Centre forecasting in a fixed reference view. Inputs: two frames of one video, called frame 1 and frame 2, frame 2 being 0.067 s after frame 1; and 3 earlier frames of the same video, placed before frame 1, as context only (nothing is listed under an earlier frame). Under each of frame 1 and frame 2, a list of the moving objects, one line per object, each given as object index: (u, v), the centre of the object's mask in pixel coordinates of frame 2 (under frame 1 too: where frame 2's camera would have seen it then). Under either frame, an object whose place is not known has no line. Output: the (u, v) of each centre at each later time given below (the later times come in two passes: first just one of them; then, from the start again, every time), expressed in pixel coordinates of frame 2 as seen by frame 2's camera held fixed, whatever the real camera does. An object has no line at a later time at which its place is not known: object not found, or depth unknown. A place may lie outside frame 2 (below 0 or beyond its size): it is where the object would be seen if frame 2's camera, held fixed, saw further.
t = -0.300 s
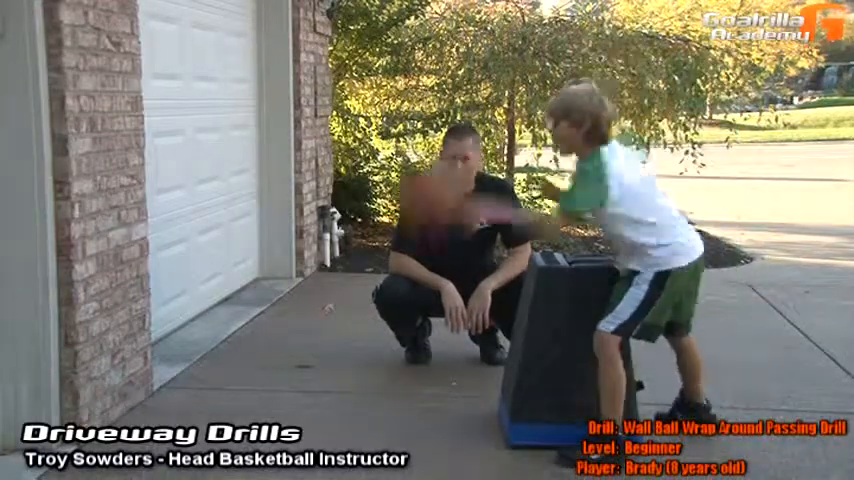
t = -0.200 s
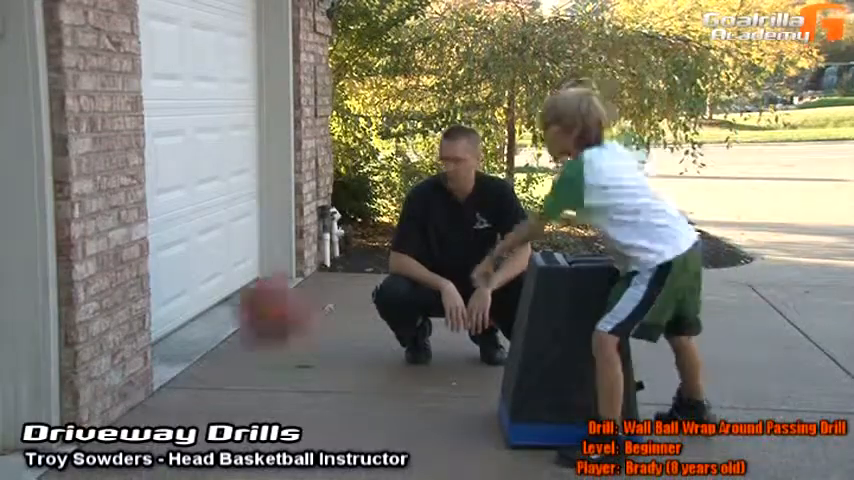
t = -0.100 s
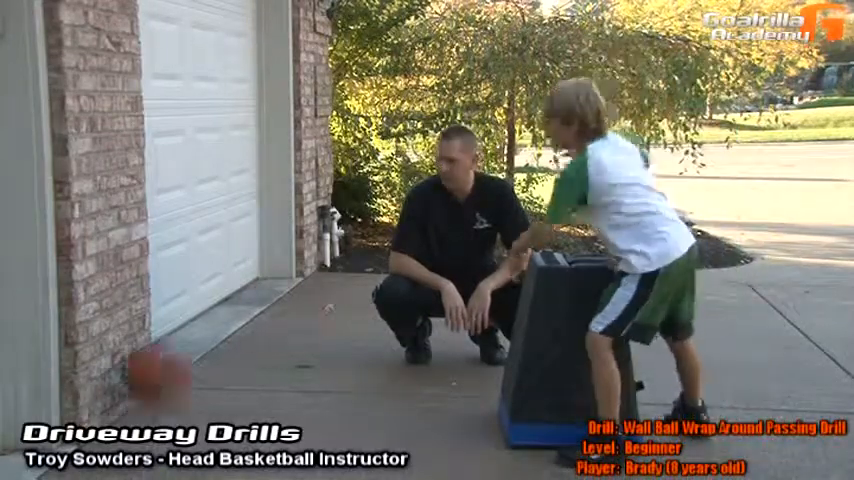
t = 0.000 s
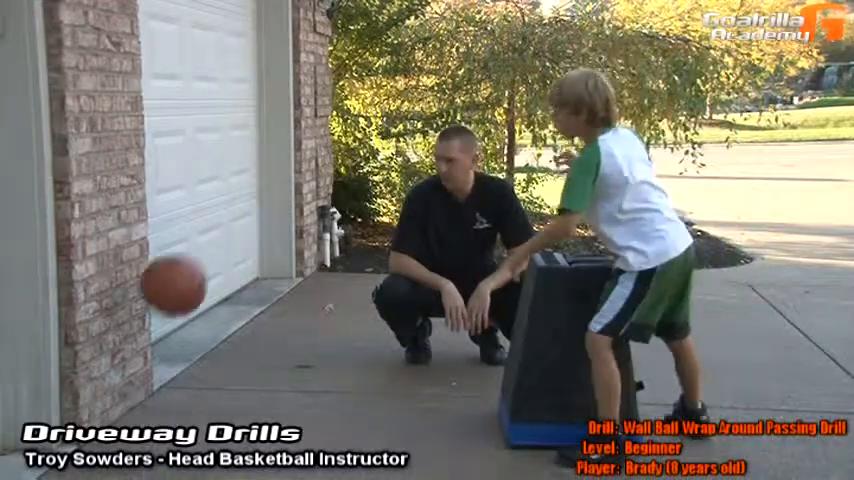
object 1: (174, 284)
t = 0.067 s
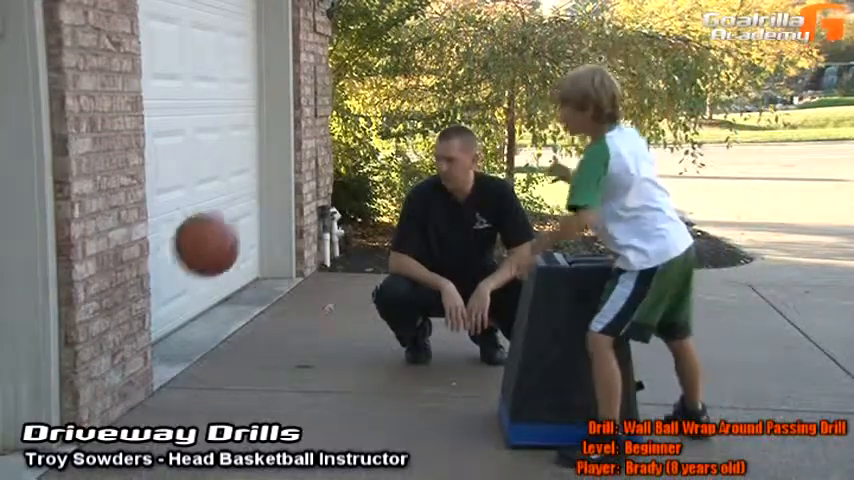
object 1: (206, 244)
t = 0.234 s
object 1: (288, 193)
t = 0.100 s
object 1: (223, 228)
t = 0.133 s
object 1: (239, 215)
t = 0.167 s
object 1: (256, 205)
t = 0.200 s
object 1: (272, 198)
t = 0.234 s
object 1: (288, 193)
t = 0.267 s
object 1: (305, 192)
